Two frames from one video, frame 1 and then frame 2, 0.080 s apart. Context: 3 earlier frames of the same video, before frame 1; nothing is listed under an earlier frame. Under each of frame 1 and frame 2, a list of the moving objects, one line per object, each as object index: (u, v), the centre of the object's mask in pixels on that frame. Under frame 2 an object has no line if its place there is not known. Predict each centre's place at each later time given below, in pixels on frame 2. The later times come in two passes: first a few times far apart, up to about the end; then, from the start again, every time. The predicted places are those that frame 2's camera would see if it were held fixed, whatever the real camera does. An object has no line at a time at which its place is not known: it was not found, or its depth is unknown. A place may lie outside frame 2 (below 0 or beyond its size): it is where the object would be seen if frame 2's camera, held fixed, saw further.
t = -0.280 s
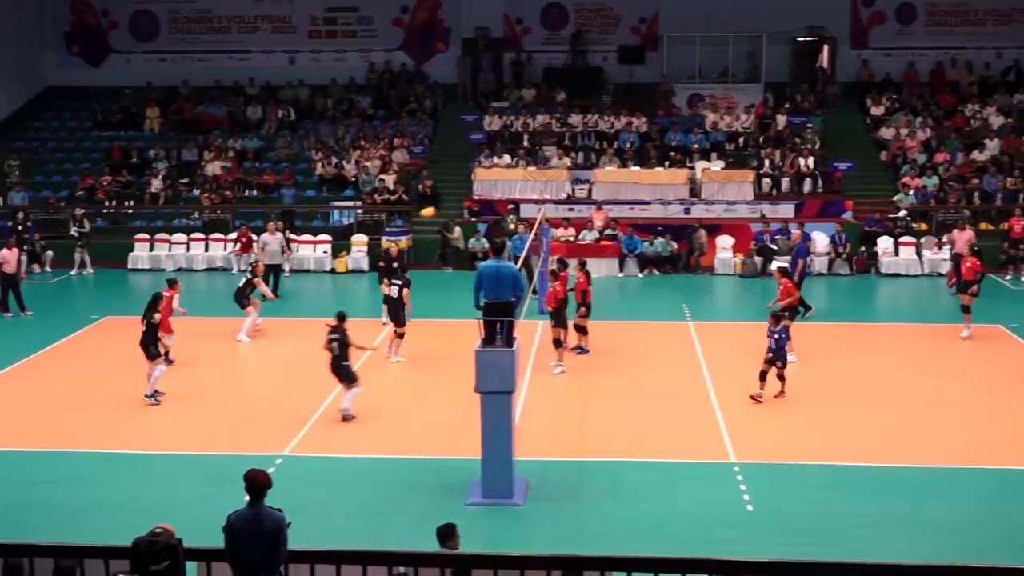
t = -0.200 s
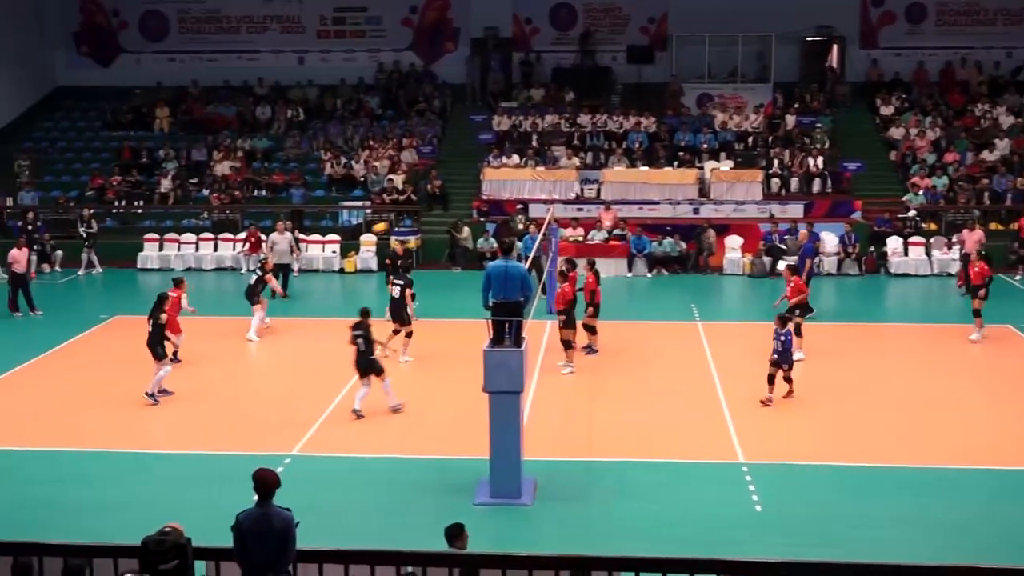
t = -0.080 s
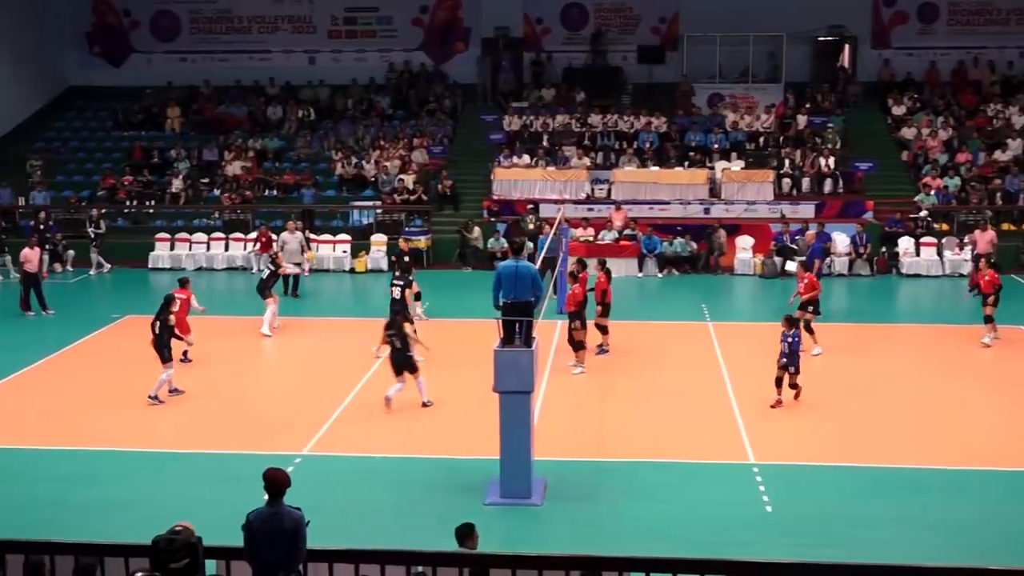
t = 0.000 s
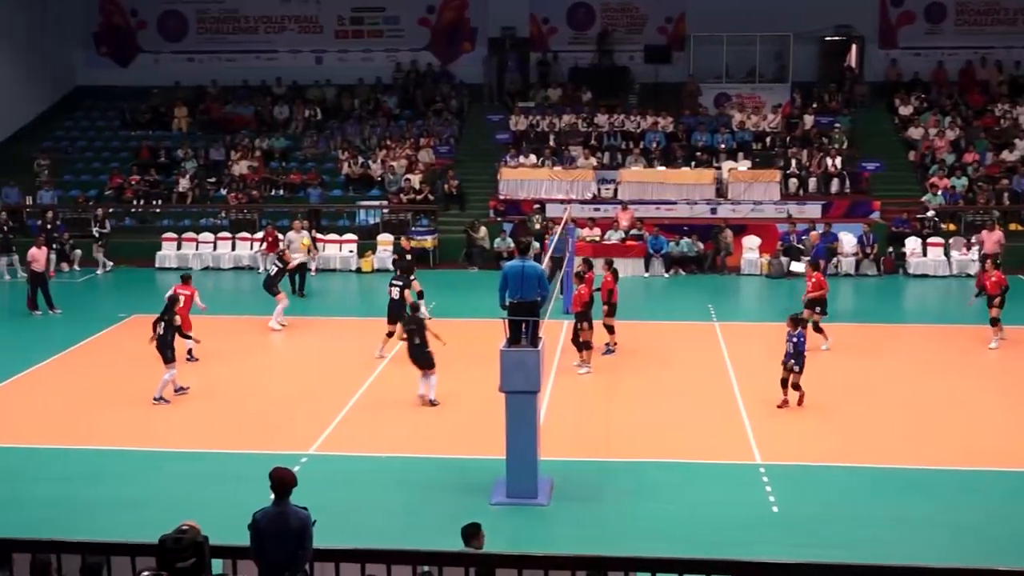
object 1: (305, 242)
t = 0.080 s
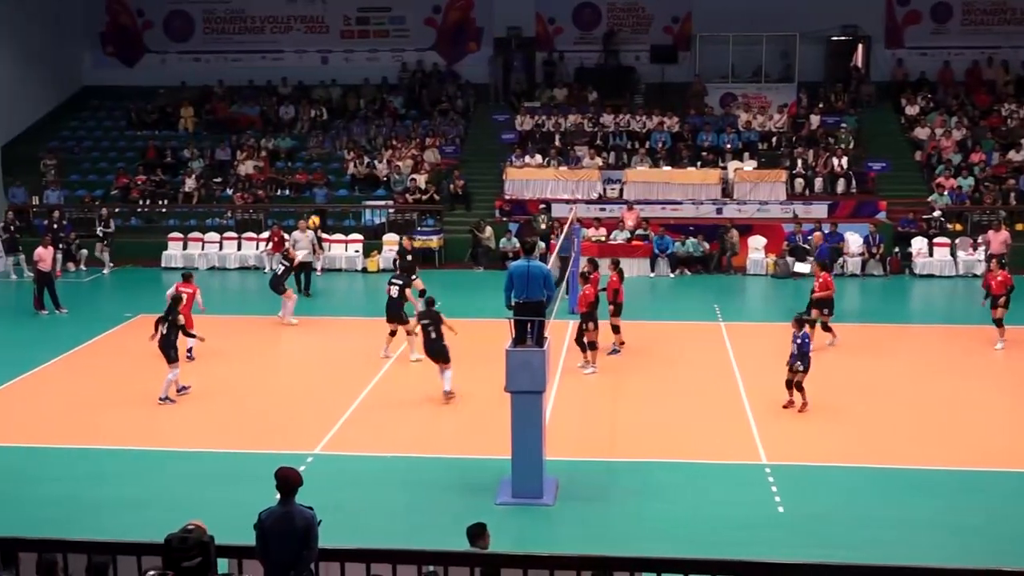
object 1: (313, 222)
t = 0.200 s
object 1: (319, 192)
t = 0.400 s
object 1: (327, 161)
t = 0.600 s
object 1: (336, 148)
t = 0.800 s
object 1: (345, 158)
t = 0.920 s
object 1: (351, 175)
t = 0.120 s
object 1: (315, 211)
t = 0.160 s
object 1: (317, 201)
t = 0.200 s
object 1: (319, 192)
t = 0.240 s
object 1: (320, 184)
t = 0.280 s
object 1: (322, 178)
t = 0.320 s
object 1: (324, 171)
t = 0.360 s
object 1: (326, 165)
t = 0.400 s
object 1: (327, 161)
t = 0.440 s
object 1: (329, 156)
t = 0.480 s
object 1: (331, 153)
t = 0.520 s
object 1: (332, 151)
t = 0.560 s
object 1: (334, 149)
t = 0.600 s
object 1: (336, 148)
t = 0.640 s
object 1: (338, 148)
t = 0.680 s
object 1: (340, 149)
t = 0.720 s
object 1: (342, 151)
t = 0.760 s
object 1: (344, 154)
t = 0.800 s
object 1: (345, 158)
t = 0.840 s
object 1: (347, 162)
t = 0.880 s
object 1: (349, 168)
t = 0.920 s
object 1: (351, 175)
